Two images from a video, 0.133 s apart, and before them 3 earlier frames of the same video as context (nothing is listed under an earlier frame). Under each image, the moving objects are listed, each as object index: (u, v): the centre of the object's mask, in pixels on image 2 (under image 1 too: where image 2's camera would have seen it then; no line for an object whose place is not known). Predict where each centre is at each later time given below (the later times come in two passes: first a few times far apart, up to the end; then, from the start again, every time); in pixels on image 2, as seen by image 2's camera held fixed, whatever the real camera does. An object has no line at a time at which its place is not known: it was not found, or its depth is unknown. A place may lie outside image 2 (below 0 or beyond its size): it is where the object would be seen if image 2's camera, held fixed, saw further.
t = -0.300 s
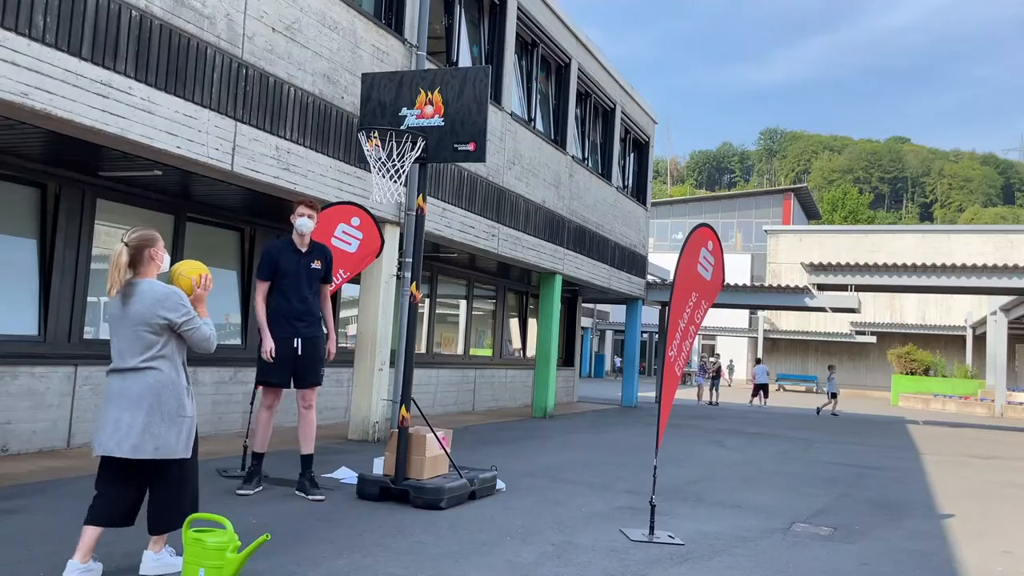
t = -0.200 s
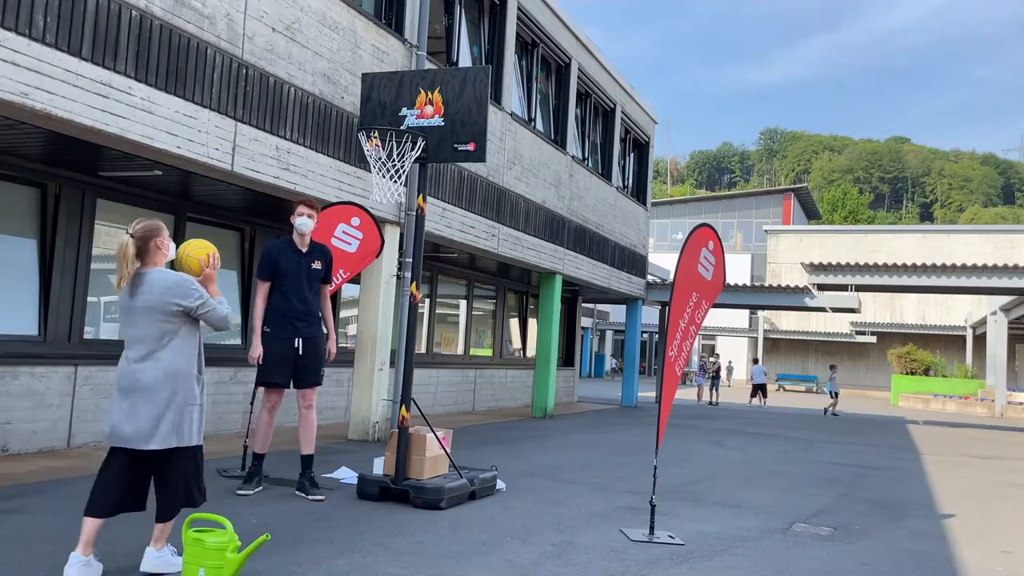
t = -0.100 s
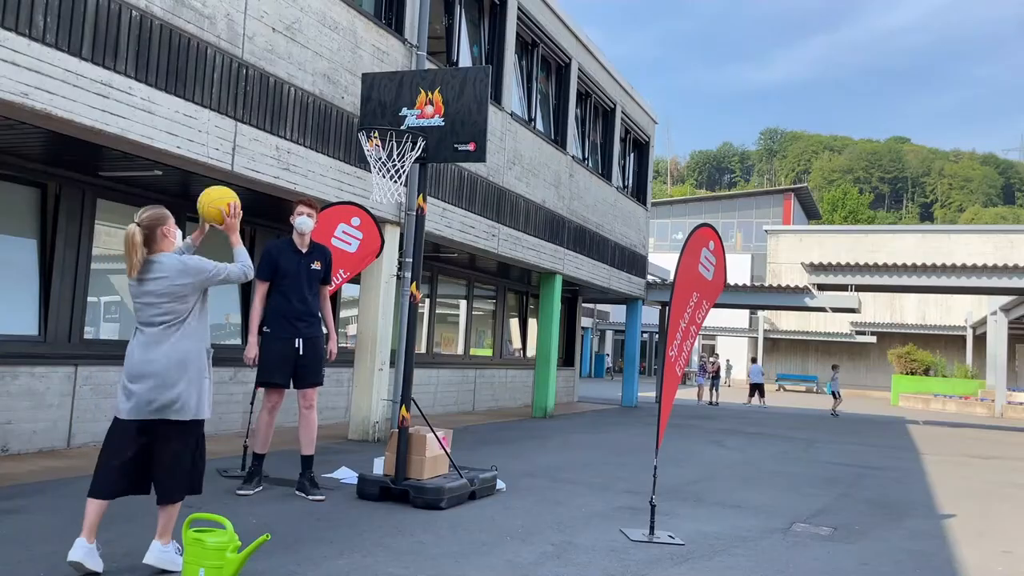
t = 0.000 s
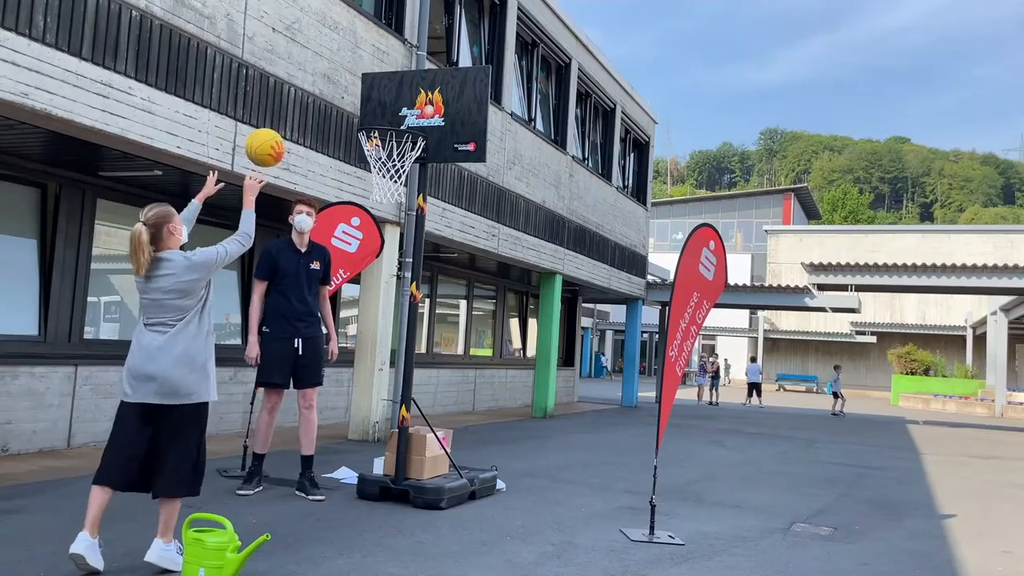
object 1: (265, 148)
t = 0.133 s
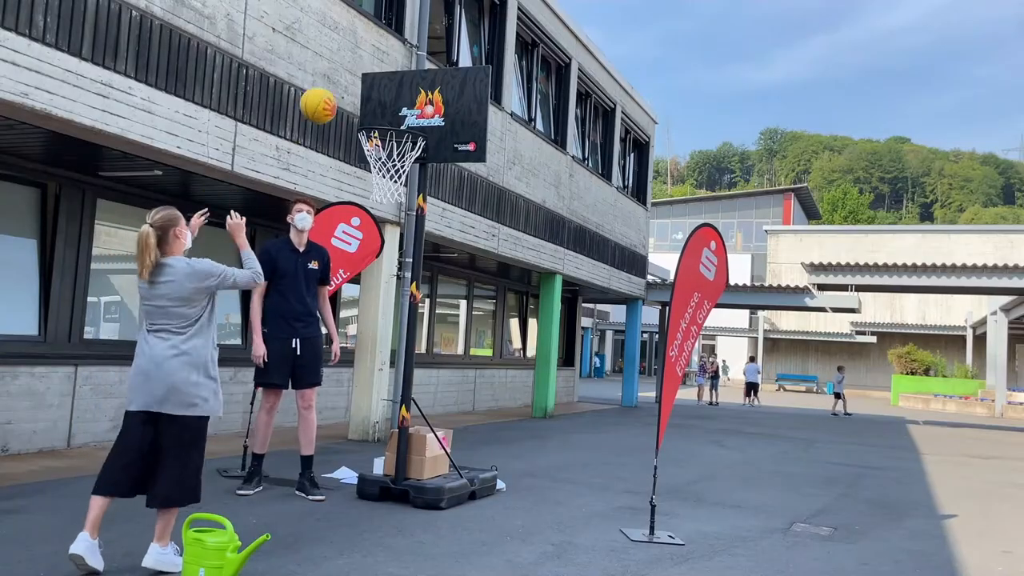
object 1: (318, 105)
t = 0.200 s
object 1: (341, 97)
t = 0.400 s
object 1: (397, 113)
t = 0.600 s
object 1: (409, 130)
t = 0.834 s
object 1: (374, 119)
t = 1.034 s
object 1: (356, 114)
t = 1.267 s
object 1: (335, 134)
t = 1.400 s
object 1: (320, 177)
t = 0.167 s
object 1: (330, 100)
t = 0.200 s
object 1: (341, 97)
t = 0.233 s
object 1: (352, 96)
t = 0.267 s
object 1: (362, 96)
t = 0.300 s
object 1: (372, 98)
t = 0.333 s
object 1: (381, 102)
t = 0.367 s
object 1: (389, 107)
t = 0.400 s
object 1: (397, 113)
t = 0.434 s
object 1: (404, 116)
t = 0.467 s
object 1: (409, 119)
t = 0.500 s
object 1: (414, 126)
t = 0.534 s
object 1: (413, 126)
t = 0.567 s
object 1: (411, 128)
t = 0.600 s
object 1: (409, 130)
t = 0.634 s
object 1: (404, 128)
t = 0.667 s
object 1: (398, 127)
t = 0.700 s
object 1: (393, 127)
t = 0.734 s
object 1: (388, 124)
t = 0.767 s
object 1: (382, 121)
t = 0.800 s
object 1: (377, 122)
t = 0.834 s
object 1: (374, 119)
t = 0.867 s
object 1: (370, 117)
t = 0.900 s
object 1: (367, 116)
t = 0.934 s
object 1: (364, 115)
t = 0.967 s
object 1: (361, 115)
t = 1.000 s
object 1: (359, 114)
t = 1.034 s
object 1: (356, 114)
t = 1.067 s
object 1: (354, 114)
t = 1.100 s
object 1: (351, 114)
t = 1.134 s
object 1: (348, 116)
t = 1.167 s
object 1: (345, 118)
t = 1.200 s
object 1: (342, 122)
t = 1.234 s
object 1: (338, 127)
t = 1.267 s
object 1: (335, 134)
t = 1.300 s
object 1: (331, 142)
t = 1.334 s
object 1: (327, 153)
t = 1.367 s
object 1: (323, 164)
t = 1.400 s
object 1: (320, 177)
